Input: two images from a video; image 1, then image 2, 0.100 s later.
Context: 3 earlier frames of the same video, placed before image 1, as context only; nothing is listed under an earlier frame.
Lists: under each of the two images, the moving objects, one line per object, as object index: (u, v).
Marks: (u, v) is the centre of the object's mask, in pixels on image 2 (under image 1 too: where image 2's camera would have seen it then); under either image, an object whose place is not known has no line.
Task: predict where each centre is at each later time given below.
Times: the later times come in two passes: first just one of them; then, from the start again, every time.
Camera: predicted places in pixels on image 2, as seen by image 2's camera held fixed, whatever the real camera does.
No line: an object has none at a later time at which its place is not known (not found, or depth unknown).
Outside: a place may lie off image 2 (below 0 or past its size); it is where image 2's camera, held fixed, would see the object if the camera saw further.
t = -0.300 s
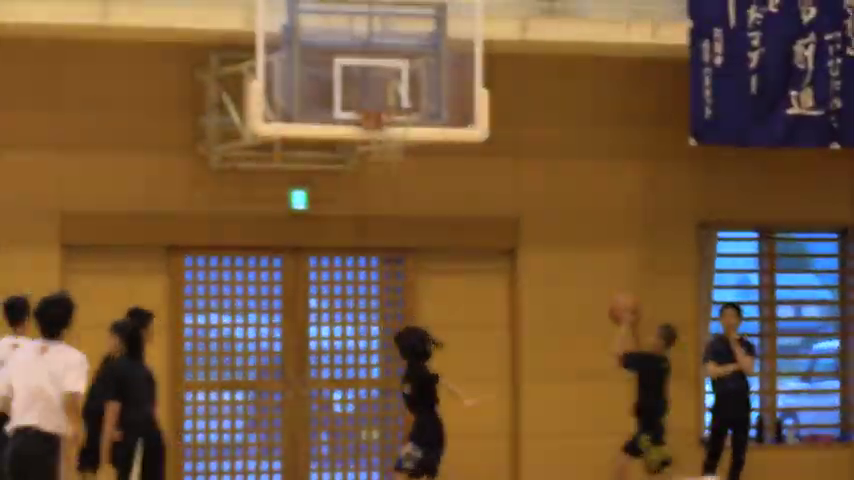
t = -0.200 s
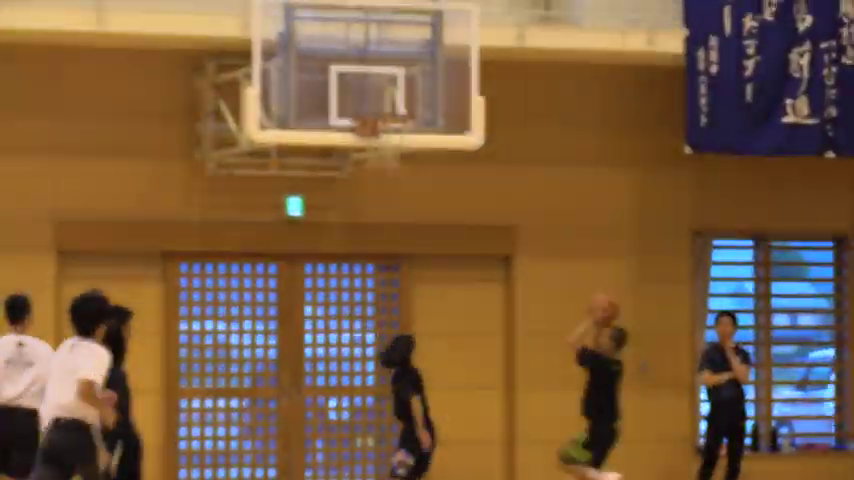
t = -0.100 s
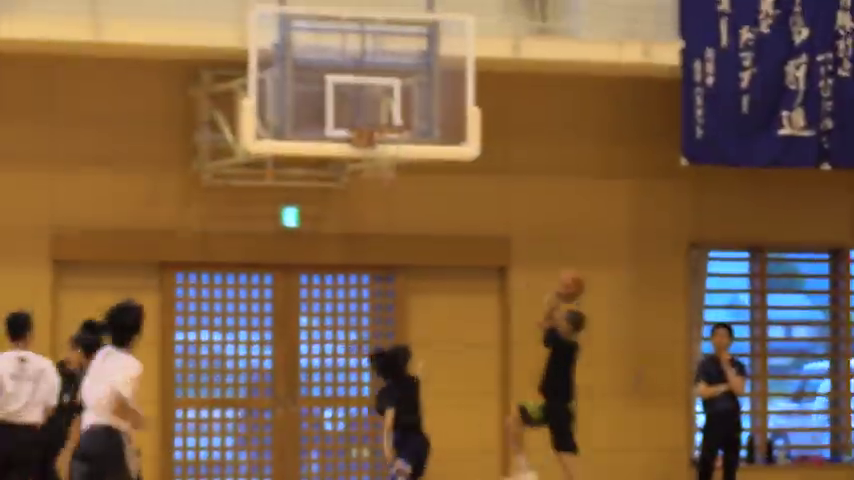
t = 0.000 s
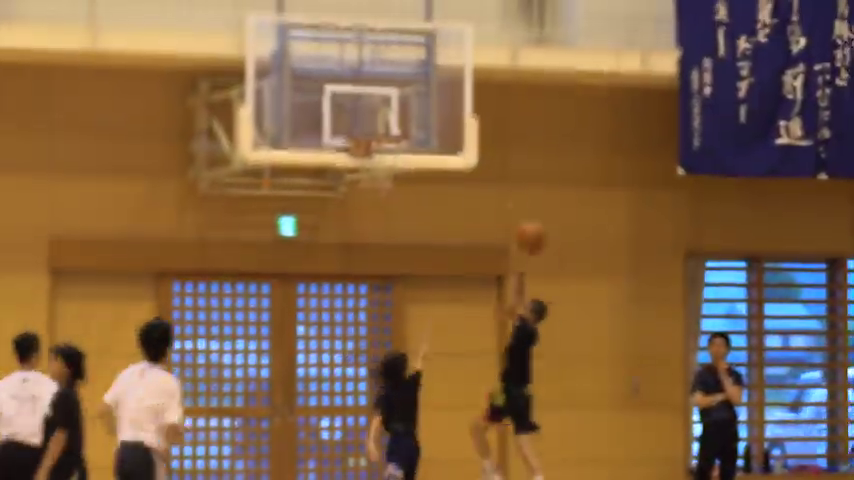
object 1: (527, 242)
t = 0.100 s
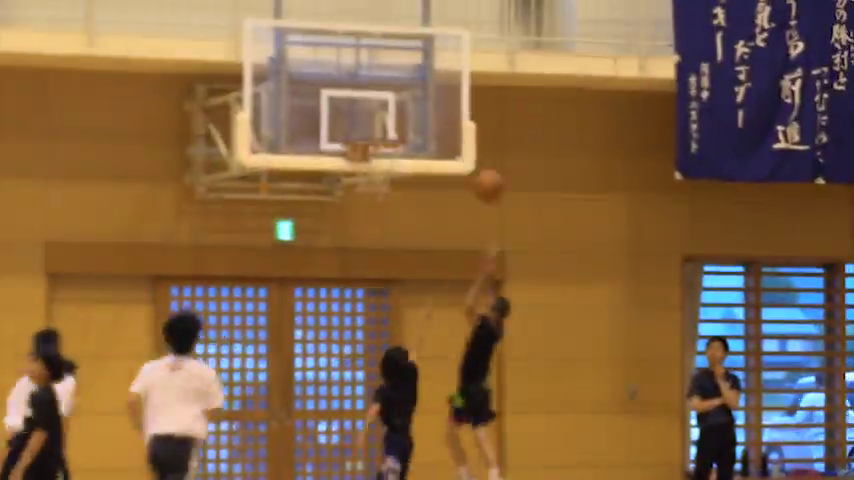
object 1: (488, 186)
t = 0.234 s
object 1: (435, 134)
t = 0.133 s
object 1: (477, 173)
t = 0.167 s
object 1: (462, 157)
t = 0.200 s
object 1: (449, 144)
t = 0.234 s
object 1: (435, 134)
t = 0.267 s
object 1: (422, 125)
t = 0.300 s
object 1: (414, 119)
